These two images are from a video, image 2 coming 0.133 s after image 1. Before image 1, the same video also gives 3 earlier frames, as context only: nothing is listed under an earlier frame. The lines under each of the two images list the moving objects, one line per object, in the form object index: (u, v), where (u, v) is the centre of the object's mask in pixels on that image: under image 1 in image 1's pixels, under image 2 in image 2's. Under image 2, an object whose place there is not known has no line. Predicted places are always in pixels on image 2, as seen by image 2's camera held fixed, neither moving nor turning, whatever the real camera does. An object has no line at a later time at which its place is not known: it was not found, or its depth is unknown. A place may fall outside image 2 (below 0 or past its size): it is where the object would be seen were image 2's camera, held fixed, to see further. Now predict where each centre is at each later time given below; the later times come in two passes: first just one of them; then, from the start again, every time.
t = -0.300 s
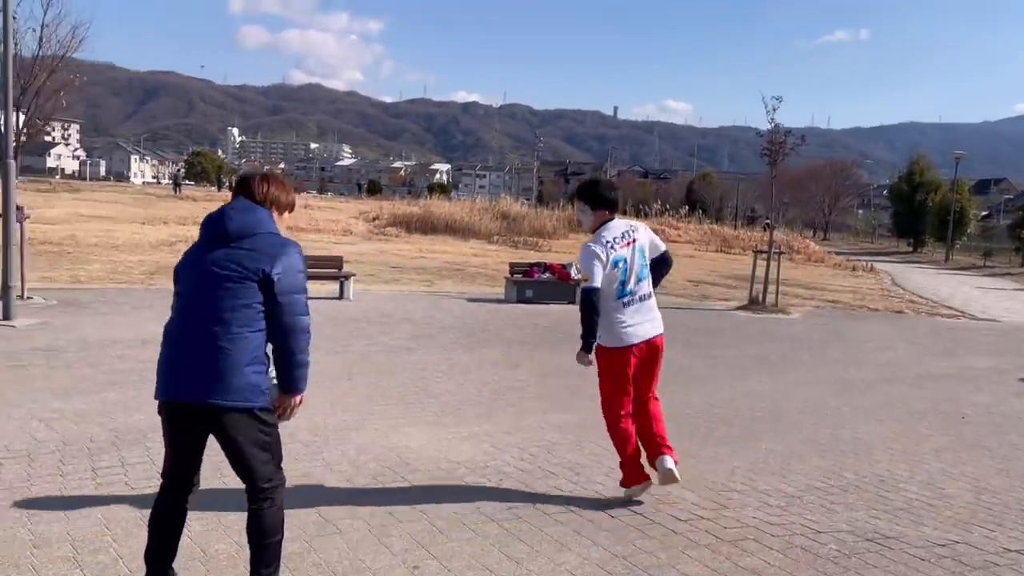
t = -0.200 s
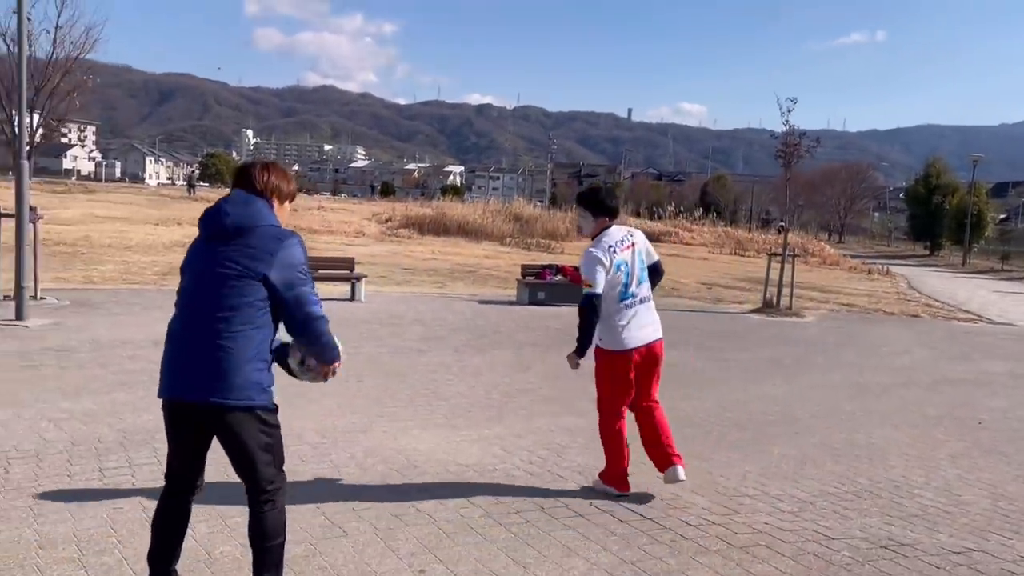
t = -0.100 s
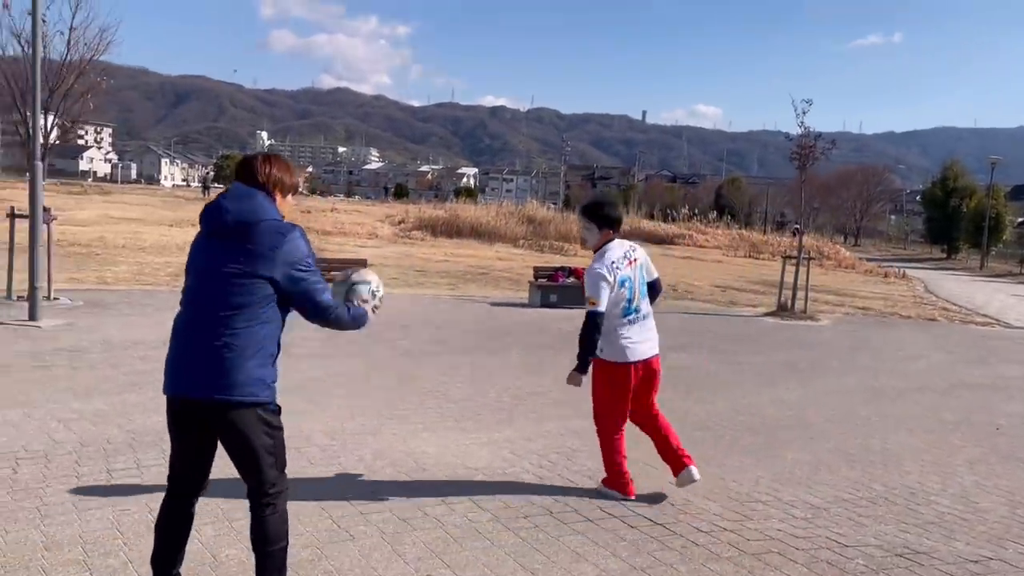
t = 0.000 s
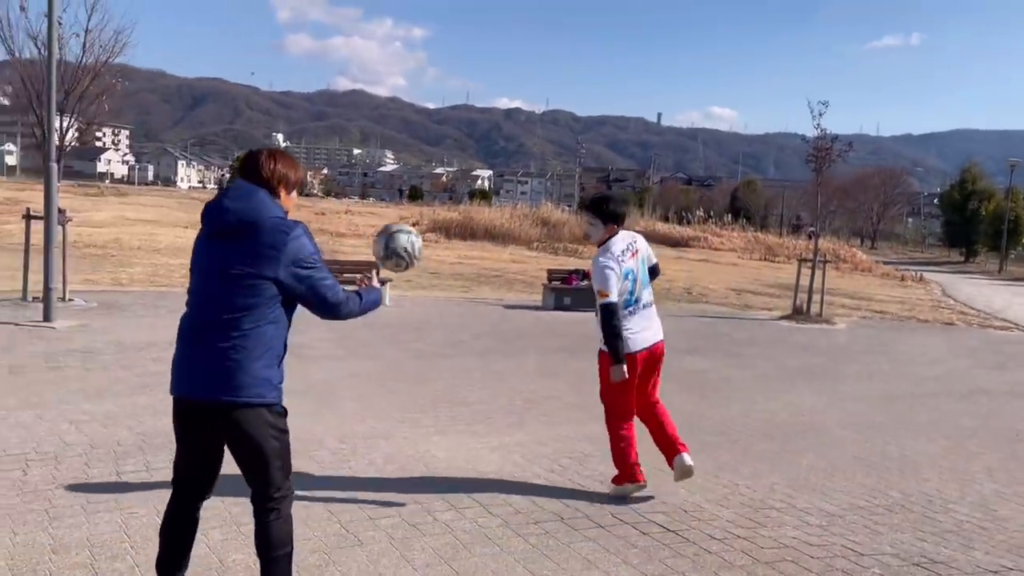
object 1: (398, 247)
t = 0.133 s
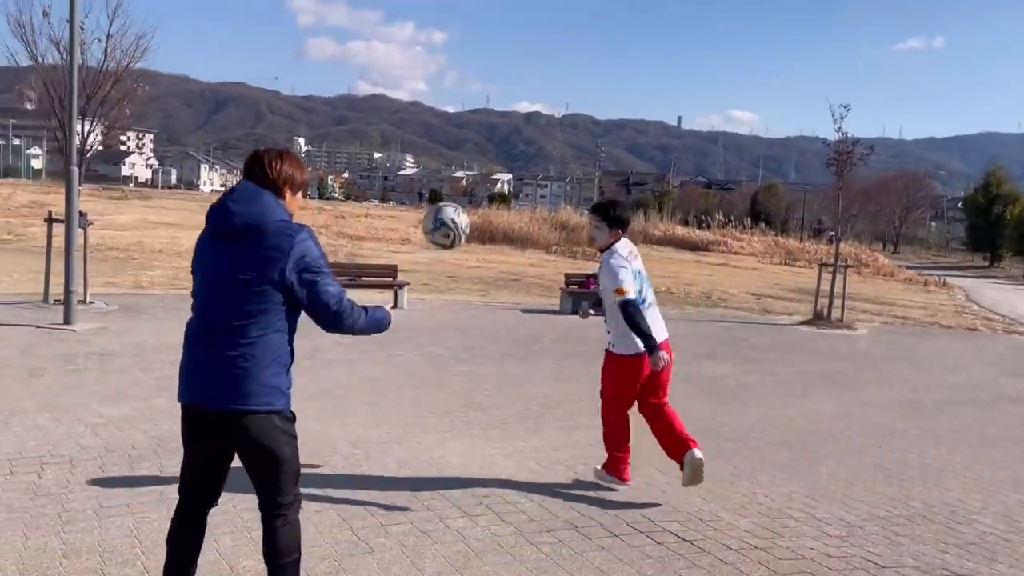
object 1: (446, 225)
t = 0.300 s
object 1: (474, 244)
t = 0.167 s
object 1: (452, 225)
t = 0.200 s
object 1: (459, 226)
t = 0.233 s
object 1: (464, 230)
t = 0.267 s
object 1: (470, 236)
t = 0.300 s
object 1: (474, 244)
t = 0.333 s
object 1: (480, 254)
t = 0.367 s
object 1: (484, 265)
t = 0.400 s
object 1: (489, 279)
